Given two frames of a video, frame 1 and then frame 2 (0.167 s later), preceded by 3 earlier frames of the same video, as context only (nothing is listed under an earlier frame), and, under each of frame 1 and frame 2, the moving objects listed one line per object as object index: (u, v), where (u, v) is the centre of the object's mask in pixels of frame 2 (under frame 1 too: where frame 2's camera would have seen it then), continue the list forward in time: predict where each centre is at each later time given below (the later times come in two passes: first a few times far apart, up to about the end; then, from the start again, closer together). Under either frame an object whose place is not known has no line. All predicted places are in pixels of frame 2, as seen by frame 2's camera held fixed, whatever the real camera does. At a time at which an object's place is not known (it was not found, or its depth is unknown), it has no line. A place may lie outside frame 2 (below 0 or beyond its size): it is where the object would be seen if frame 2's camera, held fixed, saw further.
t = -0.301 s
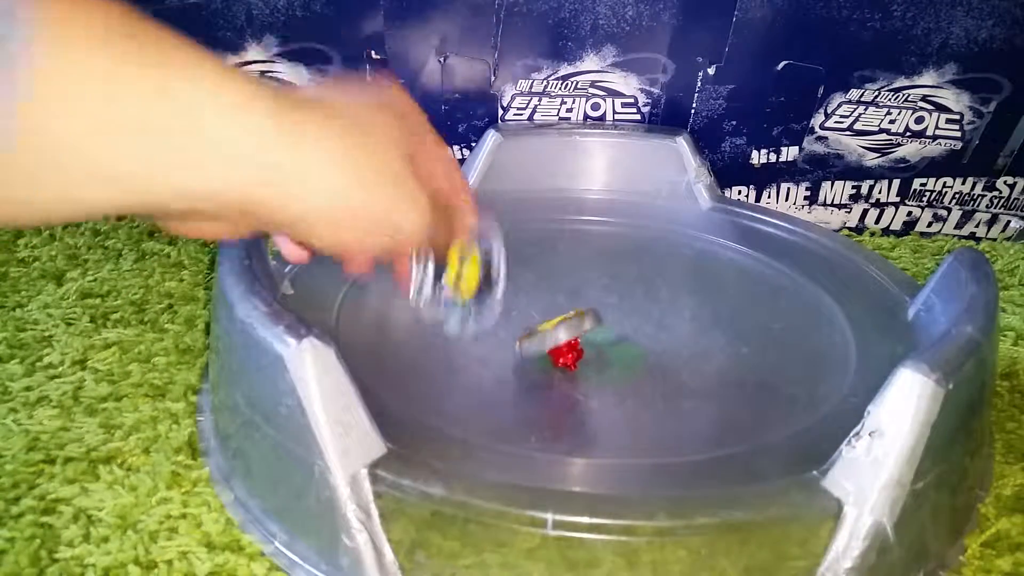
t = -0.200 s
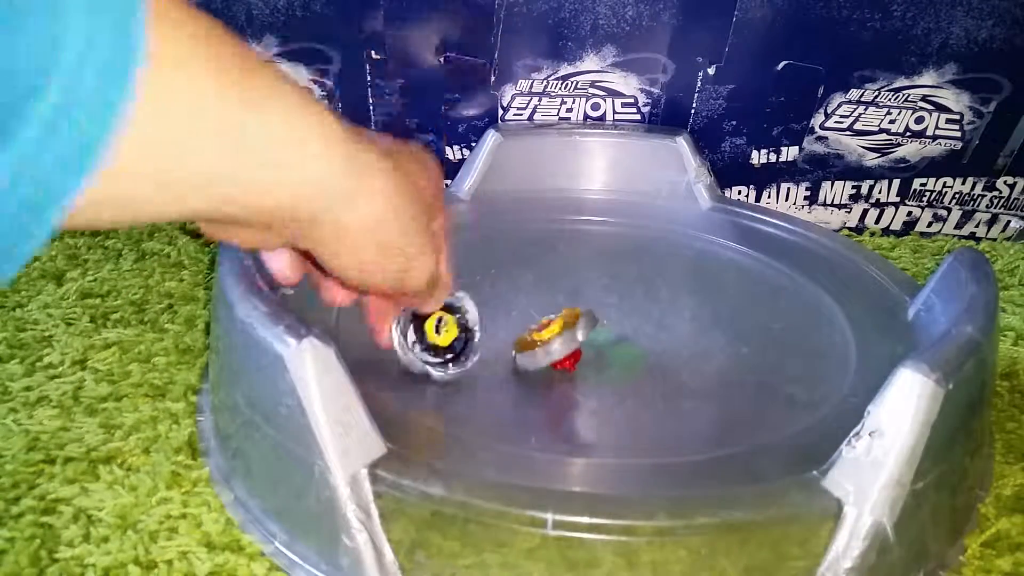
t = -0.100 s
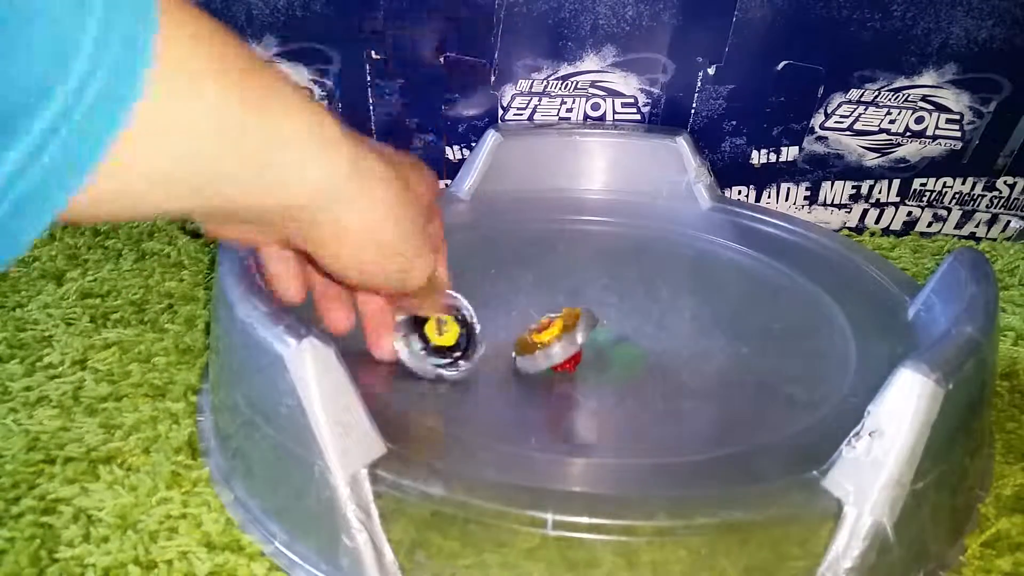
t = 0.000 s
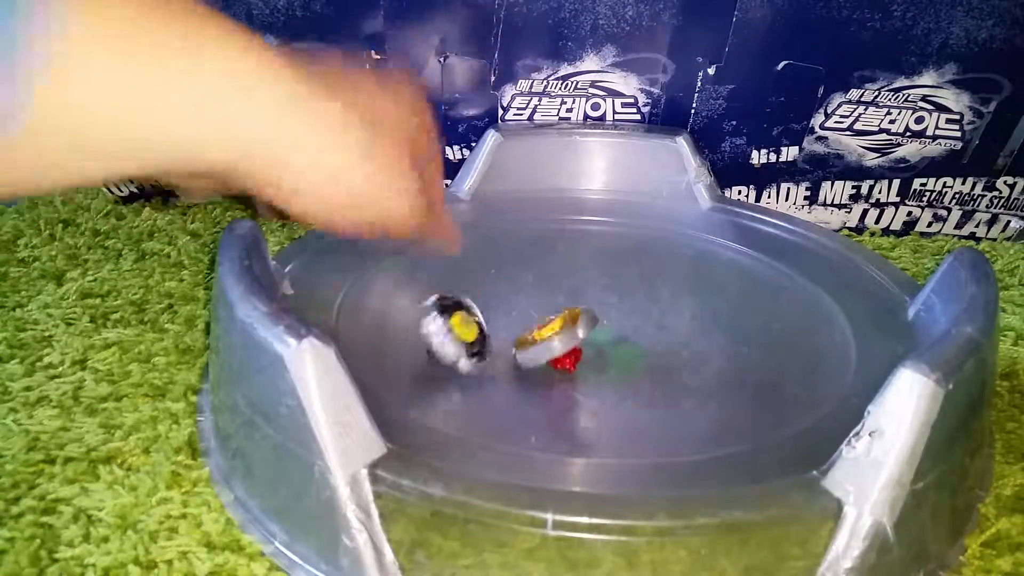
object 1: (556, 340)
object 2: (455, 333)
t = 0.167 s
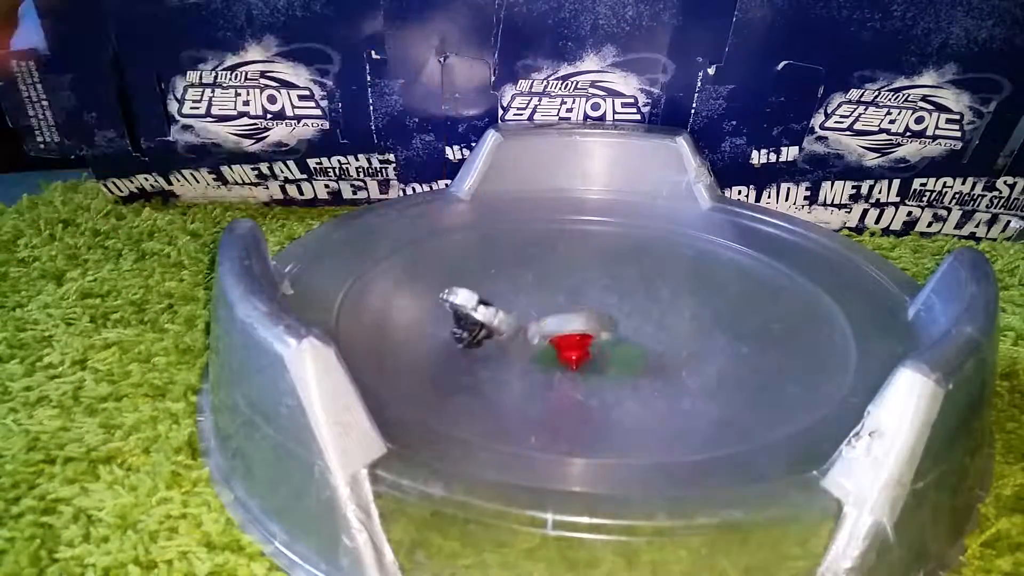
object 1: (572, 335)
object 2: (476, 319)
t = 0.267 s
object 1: (589, 337)
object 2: (485, 317)
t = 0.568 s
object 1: (601, 345)
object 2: (502, 331)
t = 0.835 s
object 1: (585, 334)
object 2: (499, 323)
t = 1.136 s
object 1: (580, 333)
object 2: (503, 328)
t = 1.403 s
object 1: (587, 334)
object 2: (504, 328)
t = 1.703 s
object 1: (590, 335)
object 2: (505, 328)
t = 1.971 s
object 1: (583, 333)
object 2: (505, 327)
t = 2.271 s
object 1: (587, 334)
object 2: (505, 327)
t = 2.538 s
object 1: (592, 336)
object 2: (506, 328)
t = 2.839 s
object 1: (586, 334)
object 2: (505, 328)
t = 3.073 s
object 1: (585, 333)
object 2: (505, 328)
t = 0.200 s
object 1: (578, 334)
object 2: (479, 317)
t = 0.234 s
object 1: (584, 336)
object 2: (482, 317)
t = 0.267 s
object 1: (589, 337)
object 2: (485, 317)
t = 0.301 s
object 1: (594, 339)
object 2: (487, 318)
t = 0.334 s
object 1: (596, 341)
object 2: (488, 319)
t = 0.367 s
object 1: (598, 342)
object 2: (490, 321)
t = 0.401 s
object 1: (600, 343)
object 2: (493, 323)
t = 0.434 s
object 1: (601, 344)
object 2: (497, 326)
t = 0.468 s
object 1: (601, 344)
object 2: (500, 328)
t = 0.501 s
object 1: (601, 345)
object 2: (502, 330)
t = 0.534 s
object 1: (601, 345)
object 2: (502, 331)
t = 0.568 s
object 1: (601, 345)
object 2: (502, 331)
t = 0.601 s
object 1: (601, 344)
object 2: (502, 331)
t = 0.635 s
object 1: (601, 343)
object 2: (502, 331)
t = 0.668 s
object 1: (600, 342)
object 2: (502, 330)
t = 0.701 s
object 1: (598, 341)
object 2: (502, 328)
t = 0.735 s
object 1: (596, 340)
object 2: (502, 327)
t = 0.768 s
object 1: (595, 339)
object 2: (501, 325)
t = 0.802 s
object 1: (589, 336)
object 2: (499, 324)
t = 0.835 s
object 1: (585, 334)
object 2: (499, 323)
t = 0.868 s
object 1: (580, 333)
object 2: (499, 323)
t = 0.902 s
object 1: (578, 332)
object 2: (498, 324)
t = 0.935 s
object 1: (578, 332)
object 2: (498, 324)
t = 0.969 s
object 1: (578, 332)
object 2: (499, 324)
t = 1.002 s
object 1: (579, 332)
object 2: (500, 325)
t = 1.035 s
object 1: (579, 333)
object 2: (500, 325)
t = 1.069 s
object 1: (579, 333)
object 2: (501, 326)
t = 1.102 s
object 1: (580, 333)
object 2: (502, 327)
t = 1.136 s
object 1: (580, 333)
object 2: (503, 328)
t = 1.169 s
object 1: (581, 333)
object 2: (503, 329)
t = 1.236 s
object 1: (582, 333)
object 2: (503, 328)
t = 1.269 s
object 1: (582, 333)
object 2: (503, 327)
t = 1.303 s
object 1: (583, 333)
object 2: (503, 326)
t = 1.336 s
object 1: (584, 334)
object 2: (503, 327)
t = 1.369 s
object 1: (585, 334)
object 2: (504, 328)
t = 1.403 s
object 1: (587, 334)
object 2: (504, 328)
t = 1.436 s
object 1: (588, 335)
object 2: (504, 328)
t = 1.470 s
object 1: (589, 335)
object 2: (504, 327)
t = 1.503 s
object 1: (590, 335)
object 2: (504, 327)
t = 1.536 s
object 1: (590, 335)
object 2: (505, 328)
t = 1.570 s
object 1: (592, 336)
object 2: (505, 328)
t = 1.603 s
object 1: (592, 336)
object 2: (505, 328)
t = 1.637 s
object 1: (592, 336)
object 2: (505, 328)
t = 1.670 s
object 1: (591, 336)
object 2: (505, 328)
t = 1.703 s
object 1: (590, 335)
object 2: (505, 328)
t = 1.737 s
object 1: (590, 335)
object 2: (505, 328)
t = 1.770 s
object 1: (589, 335)
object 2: (505, 328)
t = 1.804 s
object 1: (588, 334)
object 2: (505, 328)
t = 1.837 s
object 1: (586, 334)
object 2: (505, 328)
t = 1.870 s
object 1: (585, 334)
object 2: (505, 327)
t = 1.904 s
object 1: (585, 333)
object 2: (505, 327)
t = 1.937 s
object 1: (584, 333)
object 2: (505, 327)
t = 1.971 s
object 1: (583, 333)
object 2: (505, 327)
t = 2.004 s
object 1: (583, 333)
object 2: (505, 327)
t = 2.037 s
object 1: (583, 333)
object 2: (505, 327)
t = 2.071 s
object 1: (583, 333)
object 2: (505, 328)
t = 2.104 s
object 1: (583, 333)
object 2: (505, 327)
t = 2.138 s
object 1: (583, 333)
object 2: (505, 327)
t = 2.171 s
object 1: (584, 333)
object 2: (505, 327)
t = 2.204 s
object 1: (585, 334)
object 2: (505, 328)
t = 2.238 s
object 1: (586, 334)
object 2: (505, 327)
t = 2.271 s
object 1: (587, 334)
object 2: (505, 327)
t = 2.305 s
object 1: (588, 334)
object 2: (505, 328)
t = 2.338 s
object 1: (589, 335)
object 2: (505, 328)
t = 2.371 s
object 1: (589, 335)
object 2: (505, 328)
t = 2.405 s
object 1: (590, 335)
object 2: (505, 328)
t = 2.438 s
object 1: (591, 336)
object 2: (506, 328)
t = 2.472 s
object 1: (592, 336)
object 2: (505, 328)
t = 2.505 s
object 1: (592, 336)
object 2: (505, 328)
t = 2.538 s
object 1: (592, 336)
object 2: (506, 328)
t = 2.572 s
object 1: (591, 335)
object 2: (506, 328)
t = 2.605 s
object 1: (590, 335)
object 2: (505, 328)
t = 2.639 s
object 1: (590, 335)
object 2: (506, 328)
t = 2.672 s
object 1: (589, 335)
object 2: (505, 328)
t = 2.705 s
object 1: (588, 334)
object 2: (506, 328)
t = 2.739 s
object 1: (588, 334)
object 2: (506, 328)
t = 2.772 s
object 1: (588, 334)
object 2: (506, 328)
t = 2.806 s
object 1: (587, 334)
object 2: (505, 328)
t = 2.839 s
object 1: (586, 334)
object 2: (505, 328)
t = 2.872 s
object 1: (585, 333)
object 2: (505, 328)
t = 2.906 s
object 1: (584, 333)
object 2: (505, 328)
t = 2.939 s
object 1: (584, 333)
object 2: (505, 328)
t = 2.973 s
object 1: (584, 333)
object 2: (505, 328)
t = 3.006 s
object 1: (584, 333)
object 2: (506, 328)
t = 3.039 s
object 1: (585, 333)
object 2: (505, 328)
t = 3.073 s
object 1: (585, 333)
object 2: (505, 328)
